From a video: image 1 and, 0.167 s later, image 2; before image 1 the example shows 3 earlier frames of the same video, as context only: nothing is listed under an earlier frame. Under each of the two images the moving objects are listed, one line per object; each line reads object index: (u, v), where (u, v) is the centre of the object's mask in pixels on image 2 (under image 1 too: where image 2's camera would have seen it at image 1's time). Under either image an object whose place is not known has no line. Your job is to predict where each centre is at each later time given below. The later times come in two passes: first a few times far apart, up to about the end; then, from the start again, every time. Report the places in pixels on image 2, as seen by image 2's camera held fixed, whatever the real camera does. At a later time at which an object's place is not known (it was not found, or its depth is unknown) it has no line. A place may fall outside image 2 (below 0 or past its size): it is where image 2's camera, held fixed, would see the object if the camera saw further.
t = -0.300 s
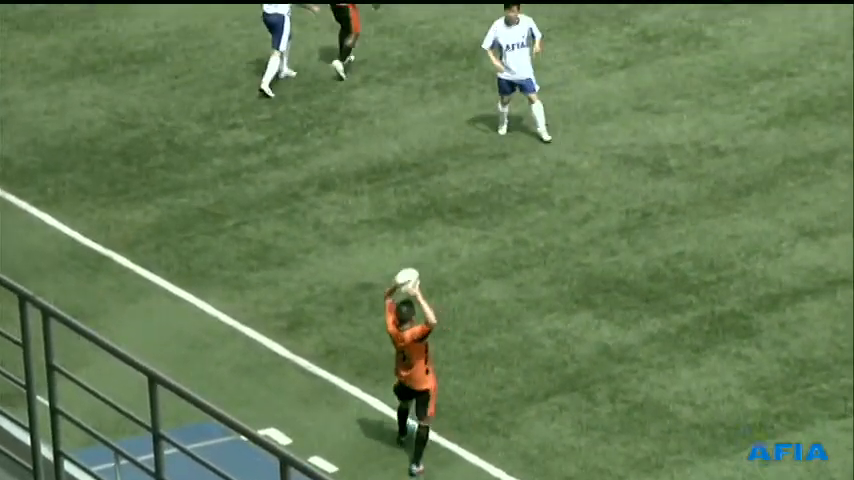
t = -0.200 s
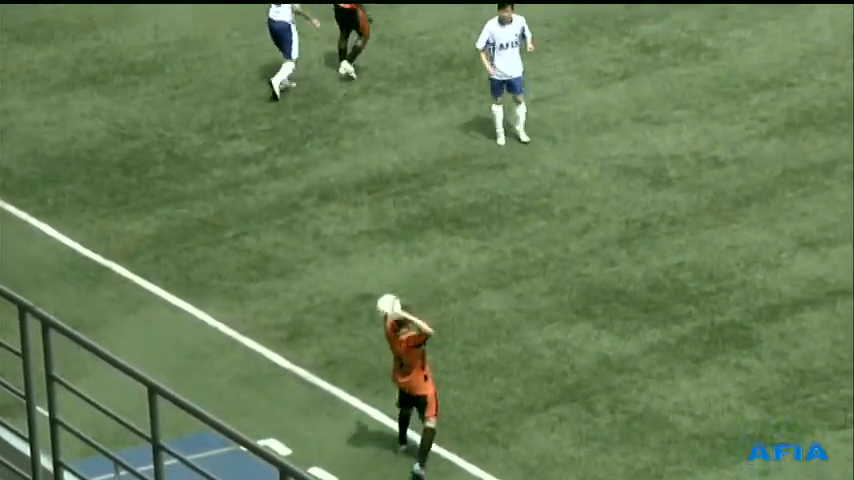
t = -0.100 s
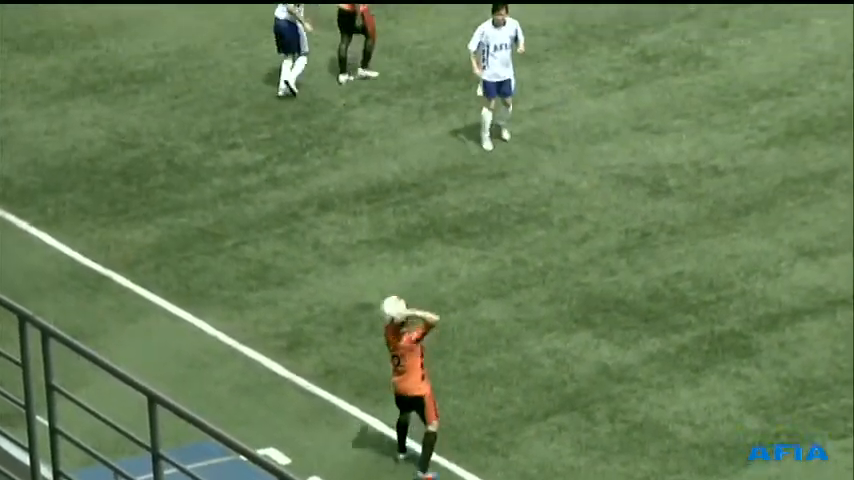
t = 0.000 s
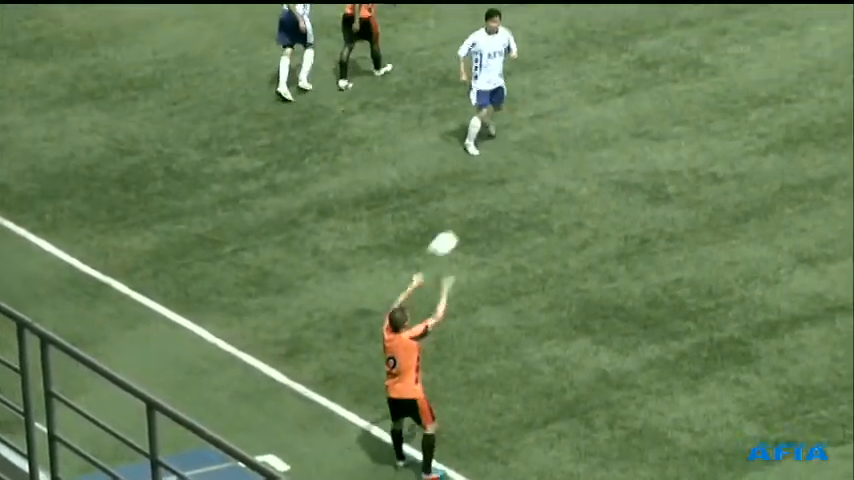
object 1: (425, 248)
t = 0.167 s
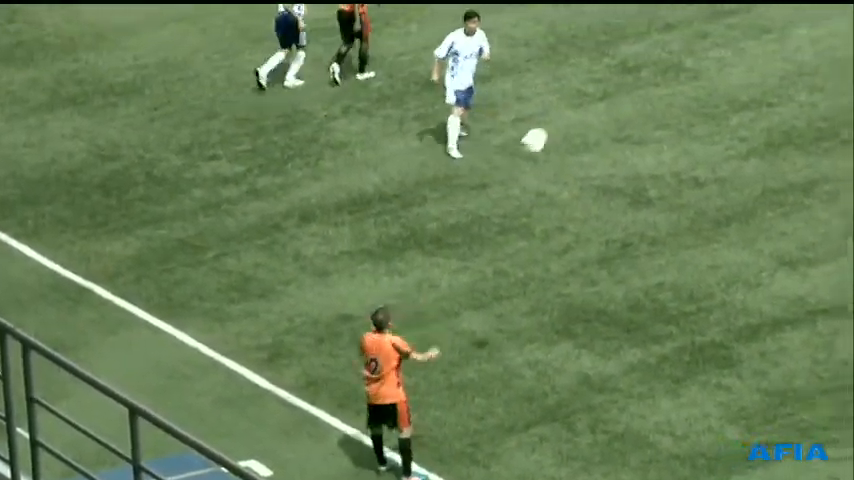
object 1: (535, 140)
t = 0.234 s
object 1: (575, 108)
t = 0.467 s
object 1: (708, 38)
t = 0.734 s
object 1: (844, 25)
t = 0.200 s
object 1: (556, 124)
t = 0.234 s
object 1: (575, 108)
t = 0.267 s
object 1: (595, 95)
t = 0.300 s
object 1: (614, 83)
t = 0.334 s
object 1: (634, 71)
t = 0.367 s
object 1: (652, 61)
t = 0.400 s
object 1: (672, 53)
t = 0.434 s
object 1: (690, 44)
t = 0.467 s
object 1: (708, 38)
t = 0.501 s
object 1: (726, 32)
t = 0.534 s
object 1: (744, 29)
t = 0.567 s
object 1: (761, 25)
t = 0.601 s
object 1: (779, 23)
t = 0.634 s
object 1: (795, 23)
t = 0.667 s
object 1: (812, 21)
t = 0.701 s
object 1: (828, 23)
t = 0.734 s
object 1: (844, 25)
